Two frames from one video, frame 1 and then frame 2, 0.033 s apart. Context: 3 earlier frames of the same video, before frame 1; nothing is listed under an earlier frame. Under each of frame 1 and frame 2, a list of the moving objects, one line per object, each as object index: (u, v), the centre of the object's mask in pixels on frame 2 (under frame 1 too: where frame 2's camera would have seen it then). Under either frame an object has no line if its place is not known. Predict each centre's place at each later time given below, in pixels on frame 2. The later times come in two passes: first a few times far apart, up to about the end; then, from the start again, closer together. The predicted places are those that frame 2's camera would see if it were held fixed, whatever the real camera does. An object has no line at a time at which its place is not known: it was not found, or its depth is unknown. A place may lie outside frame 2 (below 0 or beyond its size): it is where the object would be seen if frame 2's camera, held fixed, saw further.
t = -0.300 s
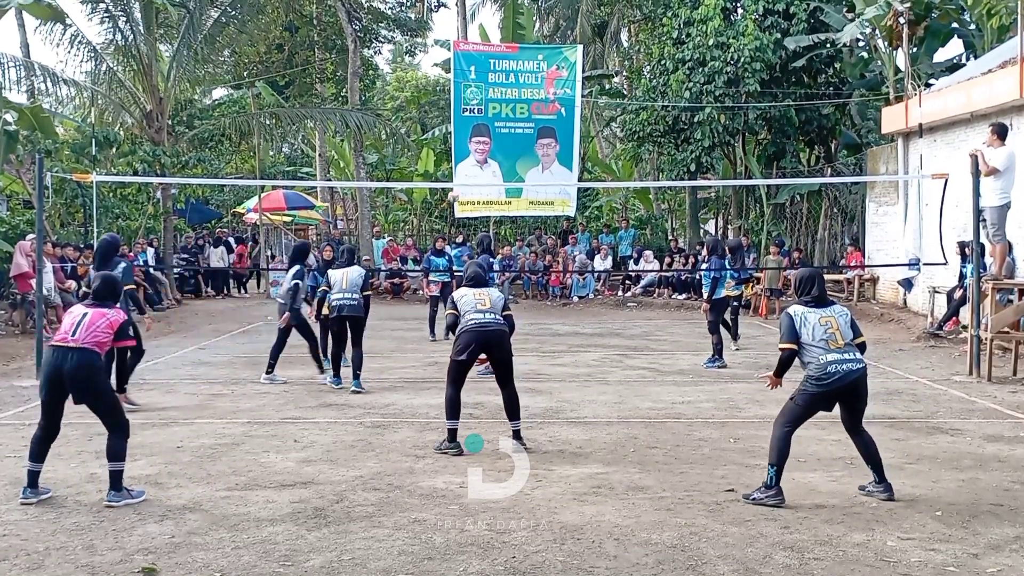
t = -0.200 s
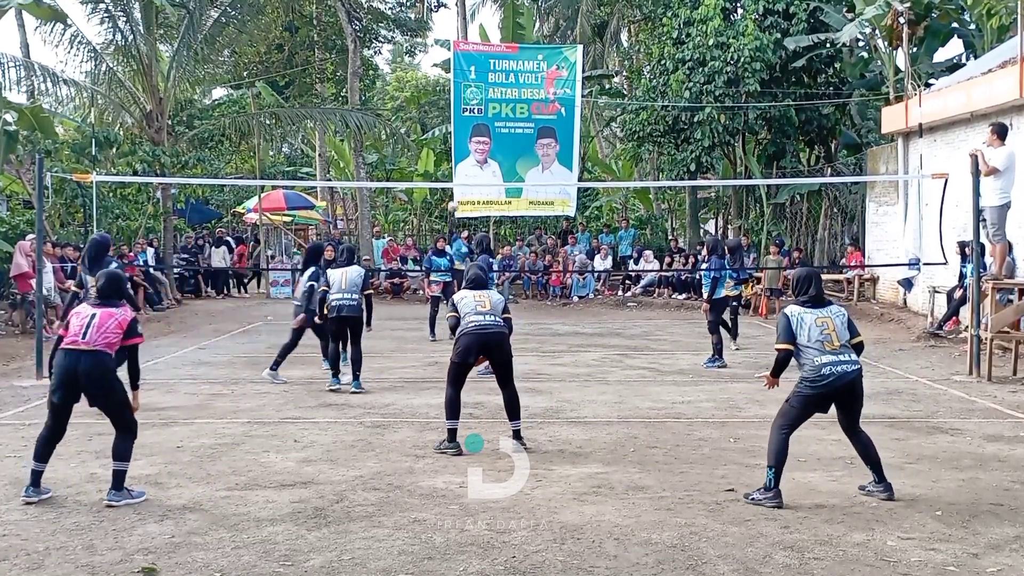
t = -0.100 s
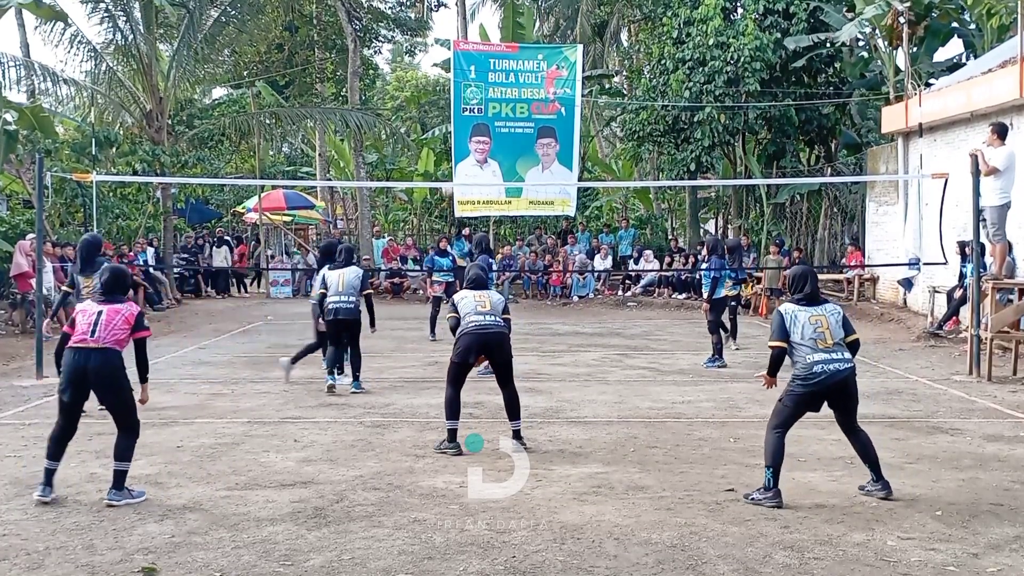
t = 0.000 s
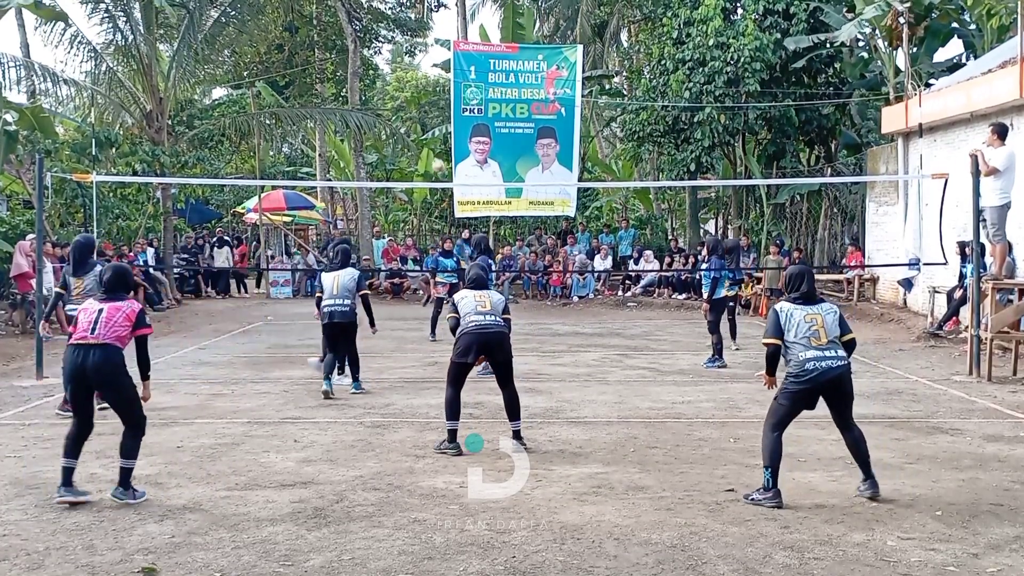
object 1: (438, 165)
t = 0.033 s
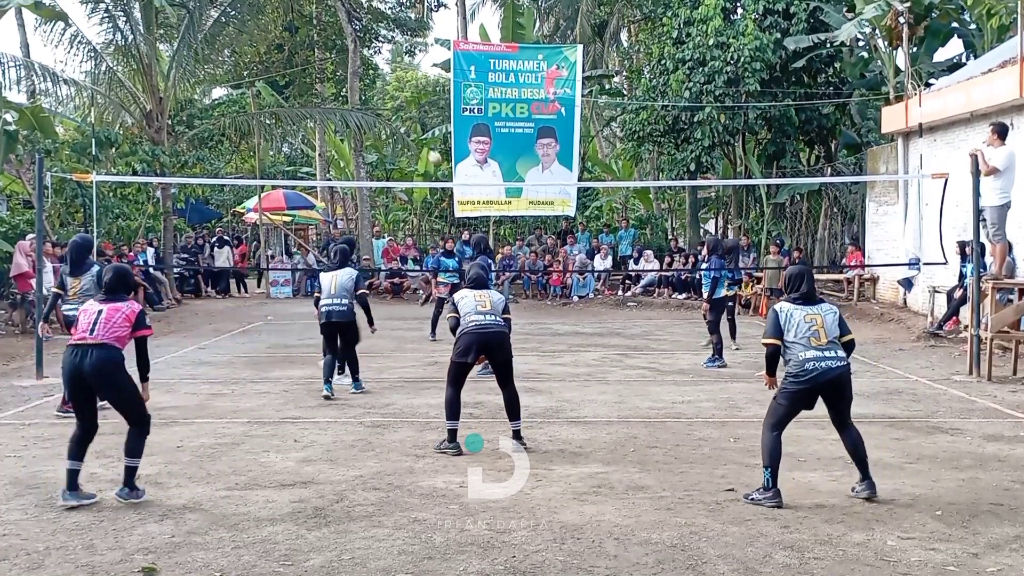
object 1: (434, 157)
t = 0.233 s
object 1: (406, 123)
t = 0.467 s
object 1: (362, 106)
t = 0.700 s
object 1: (291, 132)
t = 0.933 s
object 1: (172, 238)
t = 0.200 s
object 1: (412, 129)
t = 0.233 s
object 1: (406, 123)
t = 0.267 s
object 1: (400, 118)
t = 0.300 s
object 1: (395, 114)
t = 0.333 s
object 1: (390, 112)
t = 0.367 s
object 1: (384, 110)
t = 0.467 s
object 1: (362, 106)
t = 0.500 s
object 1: (354, 106)
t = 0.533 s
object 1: (345, 108)
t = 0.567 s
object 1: (336, 111)
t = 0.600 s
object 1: (326, 114)
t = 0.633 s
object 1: (314, 119)
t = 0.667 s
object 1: (303, 125)
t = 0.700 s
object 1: (291, 132)
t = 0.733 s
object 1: (277, 140)
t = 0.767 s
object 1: (263, 151)
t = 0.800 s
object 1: (247, 164)
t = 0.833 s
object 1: (230, 177)
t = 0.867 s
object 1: (212, 198)
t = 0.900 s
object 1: (194, 216)
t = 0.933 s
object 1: (172, 238)
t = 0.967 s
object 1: (150, 265)
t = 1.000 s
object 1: (125, 292)
